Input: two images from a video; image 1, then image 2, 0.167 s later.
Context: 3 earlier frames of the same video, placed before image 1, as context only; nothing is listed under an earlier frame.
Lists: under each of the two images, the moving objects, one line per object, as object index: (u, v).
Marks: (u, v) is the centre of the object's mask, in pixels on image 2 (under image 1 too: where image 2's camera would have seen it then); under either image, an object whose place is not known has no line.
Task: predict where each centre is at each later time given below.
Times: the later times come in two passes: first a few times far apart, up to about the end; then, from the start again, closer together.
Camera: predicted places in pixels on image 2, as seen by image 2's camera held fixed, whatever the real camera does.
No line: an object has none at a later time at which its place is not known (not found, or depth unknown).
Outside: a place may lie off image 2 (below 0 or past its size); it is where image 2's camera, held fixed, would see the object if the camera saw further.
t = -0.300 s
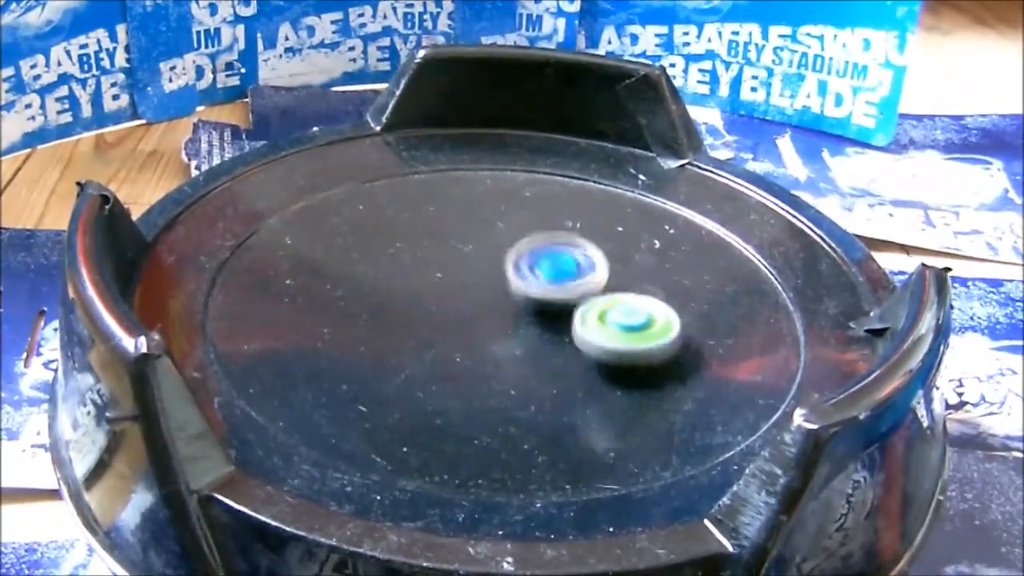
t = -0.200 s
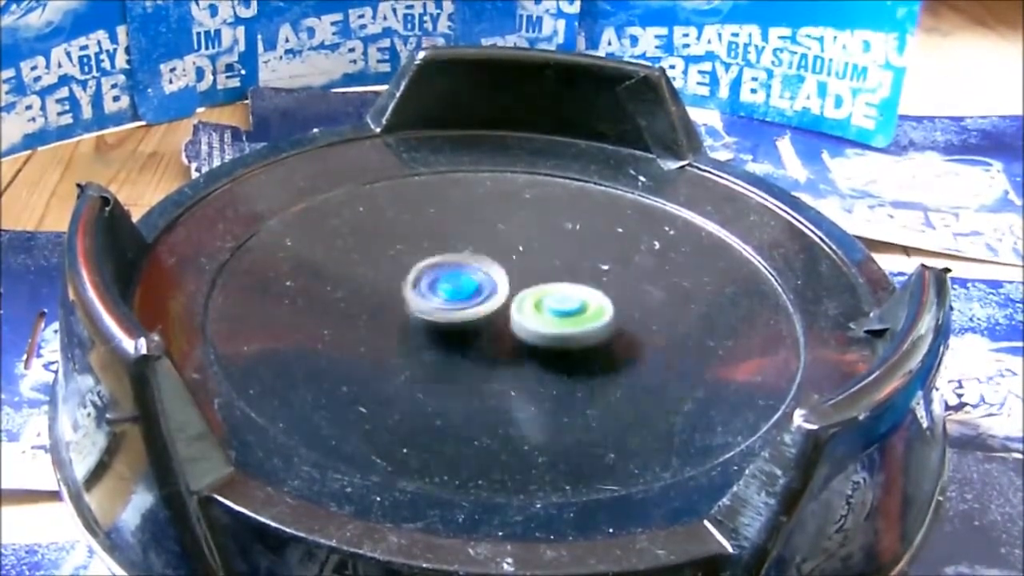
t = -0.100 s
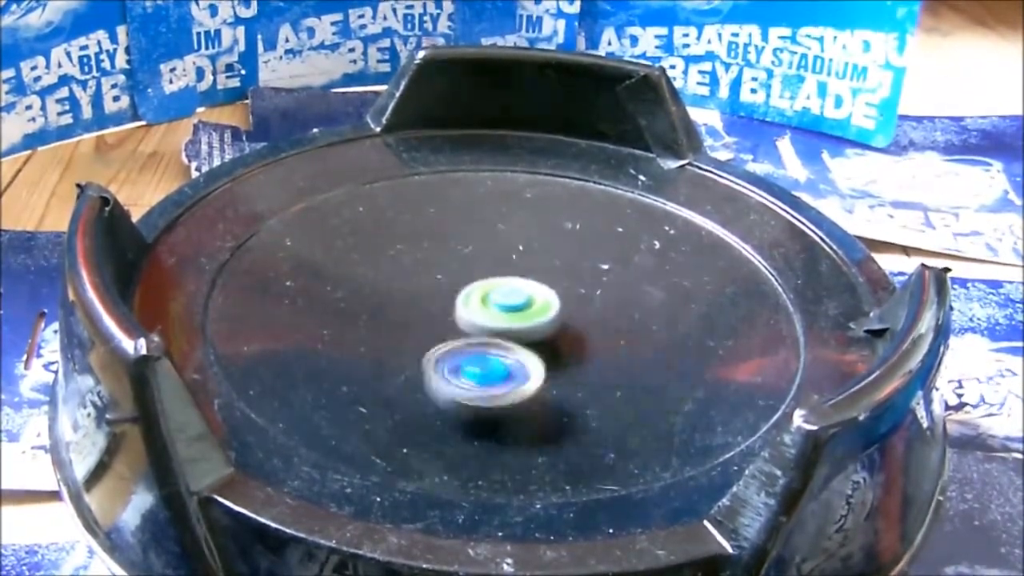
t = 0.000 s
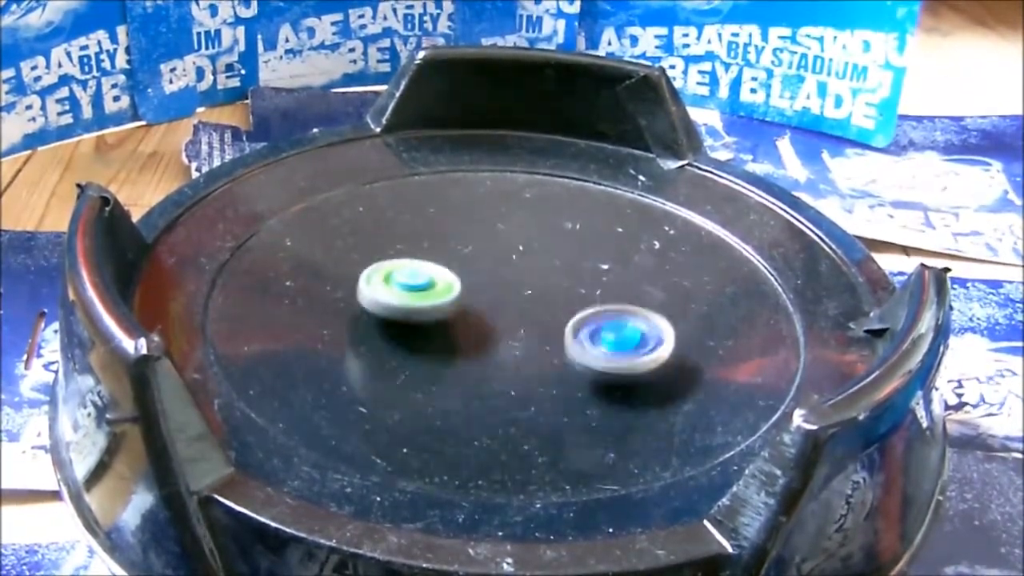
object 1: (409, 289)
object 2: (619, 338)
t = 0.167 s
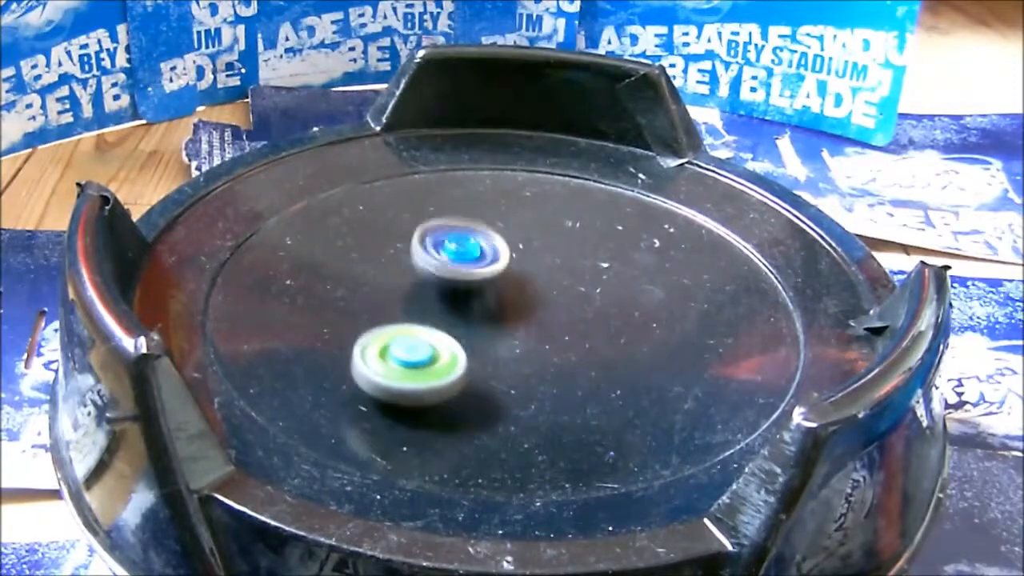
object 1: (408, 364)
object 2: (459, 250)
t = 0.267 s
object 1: (519, 364)
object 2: (457, 281)
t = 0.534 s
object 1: (603, 310)
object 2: (465, 319)
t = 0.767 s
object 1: (450, 274)
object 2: (486, 335)
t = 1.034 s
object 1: (402, 334)
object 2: (585, 285)
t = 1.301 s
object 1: (557, 345)
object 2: (459, 273)
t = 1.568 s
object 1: (566, 323)
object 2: (463, 286)
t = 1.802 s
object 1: (556, 316)
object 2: (448, 299)
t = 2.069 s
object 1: (536, 312)
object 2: (427, 302)
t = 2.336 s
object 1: (548, 313)
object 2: (398, 304)
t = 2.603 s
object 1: (530, 311)
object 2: (410, 307)
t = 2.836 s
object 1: (526, 317)
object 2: (425, 335)
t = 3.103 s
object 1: (533, 325)
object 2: (422, 322)
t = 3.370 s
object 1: (533, 325)
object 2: (426, 322)
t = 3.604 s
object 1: (532, 325)
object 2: (421, 320)
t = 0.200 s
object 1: (445, 374)
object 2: (438, 238)
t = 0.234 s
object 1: (486, 372)
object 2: (427, 254)
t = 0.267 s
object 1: (519, 364)
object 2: (457, 281)
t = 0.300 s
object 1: (561, 372)
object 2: (481, 273)
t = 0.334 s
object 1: (597, 372)
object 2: (492, 255)
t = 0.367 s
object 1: (604, 353)
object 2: (499, 257)
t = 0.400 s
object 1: (607, 337)
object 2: (514, 273)
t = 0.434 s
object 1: (610, 328)
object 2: (521, 285)
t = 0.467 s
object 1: (631, 328)
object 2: (482, 284)
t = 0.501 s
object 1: (622, 318)
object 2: (460, 298)
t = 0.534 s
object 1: (603, 310)
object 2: (465, 319)
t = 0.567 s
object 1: (579, 304)
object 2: (491, 334)
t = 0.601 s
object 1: (581, 290)
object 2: (471, 357)
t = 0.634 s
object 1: (555, 288)
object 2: (478, 366)
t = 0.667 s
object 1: (524, 288)
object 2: (496, 361)
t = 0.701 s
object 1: (497, 286)
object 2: (498, 344)
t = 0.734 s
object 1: (476, 272)
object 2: (493, 346)
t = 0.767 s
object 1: (450, 274)
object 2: (486, 335)
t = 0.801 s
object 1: (428, 270)
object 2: (491, 338)
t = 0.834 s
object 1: (414, 275)
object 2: (513, 337)
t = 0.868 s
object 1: (408, 283)
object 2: (519, 324)
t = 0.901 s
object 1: (406, 292)
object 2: (518, 311)
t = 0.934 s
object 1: (402, 299)
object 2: (532, 303)
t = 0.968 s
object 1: (414, 310)
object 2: (523, 294)
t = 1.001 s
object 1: (385, 321)
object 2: (566, 289)
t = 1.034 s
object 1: (402, 334)
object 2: (585, 285)
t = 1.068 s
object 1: (428, 344)
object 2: (590, 288)
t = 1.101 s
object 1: (457, 350)
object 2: (573, 295)
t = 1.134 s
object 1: (472, 355)
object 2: (560, 300)
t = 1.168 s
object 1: (483, 359)
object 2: (550, 294)
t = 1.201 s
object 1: (509, 358)
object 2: (522, 287)
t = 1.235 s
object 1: (528, 352)
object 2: (494, 288)
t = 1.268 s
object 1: (546, 352)
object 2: (470, 280)
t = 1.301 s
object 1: (557, 345)
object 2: (459, 273)
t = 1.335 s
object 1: (563, 336)
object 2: (459, 268)
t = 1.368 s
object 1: (562, 328)
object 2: (467, 273)
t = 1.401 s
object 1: (560, 325)
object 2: (471, 277)
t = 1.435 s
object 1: (563, 325)
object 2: (471, 279)
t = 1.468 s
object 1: (565, 325)
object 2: (469, 278)
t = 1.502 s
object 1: (565, 324)
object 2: (469, 281)
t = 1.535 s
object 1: (564, 323)
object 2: (469, 286)
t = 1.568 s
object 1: (566, 323)
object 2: (463, 286)
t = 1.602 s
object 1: (566, 322)
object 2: (460, 289)
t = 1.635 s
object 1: (565, 322)
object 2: (459, 290)
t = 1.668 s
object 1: (563, 320)
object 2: (458, 292)
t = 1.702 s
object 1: (561, 319)
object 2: (456, 293)
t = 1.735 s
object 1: (559, 317)
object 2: (453, 296)
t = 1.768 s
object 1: (558, 317)
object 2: (450, 298)
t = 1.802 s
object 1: (556, 316)
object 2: (448, 299)
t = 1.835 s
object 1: (555, 315)
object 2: (447, 300)
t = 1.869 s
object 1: (554, 315)
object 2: (440, 300)
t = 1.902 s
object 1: (552, 314)
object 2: (434, 302)
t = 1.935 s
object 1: (549, 314)
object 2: (431, 302)
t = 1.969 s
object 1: (546, 313)
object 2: (431, 300)
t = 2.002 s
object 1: (542, 312)
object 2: (429, 302)
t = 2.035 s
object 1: (539, 312)
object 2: (426, 301)
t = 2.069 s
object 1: (536, 312)
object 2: (427, 302)
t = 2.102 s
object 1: (536, 312)
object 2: (424, 301)
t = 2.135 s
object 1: (536, 312)
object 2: (422, 301)
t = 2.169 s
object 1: (533, 312)
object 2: (420, 304)
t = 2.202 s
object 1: (531, 312)
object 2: (420, 303)
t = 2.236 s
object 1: (529, 312)
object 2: (421, 303)
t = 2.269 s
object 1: (536, 313)
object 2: (411, 301)
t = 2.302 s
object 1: (545, 313)
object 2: (401, 304)
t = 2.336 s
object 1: (548, 313)
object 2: (398, 304)
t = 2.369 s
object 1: (548, 313)
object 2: (401, 304)
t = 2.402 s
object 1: (546, 312)
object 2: (404, 301)
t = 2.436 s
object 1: (544, 312)
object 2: (409, 303)
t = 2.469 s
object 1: (541, 311)
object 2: (408, 304)
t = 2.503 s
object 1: (539, 311)
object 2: (407, 305)
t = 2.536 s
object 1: (536, 311)
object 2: (406, 305)
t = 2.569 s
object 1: (533, 311)
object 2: (407, 307)
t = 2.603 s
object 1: (530, 311)
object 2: (410, 307)
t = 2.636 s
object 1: (528, 312)
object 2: (415, 310)
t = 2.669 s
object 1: (526, 312)
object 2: (420, 315)
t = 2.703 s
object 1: (524, 312)
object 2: (421, 319)
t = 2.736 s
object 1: (525, 312)
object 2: (417, 317)
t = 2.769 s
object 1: (527, 313)
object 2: (412, 333)
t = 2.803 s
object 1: (527, 315)
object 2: (413, 333)
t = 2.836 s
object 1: (526, 317)
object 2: (425, 335)
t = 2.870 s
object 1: (523, 318)
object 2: (434, 333)
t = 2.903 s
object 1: (527, 319)
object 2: (434, 331)
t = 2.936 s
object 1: (531, 322)
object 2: (433, 328)
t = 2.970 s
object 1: (532, 323)
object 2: (433, 328)
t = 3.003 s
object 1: (532, 324)
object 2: (432, 327)
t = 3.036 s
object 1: (533, 325)
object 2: (429, 326)
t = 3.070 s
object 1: (533, 325)
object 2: (426, 324)
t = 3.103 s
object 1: (533, 325)
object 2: (422, 322)
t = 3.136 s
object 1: (533, 325)
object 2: (418, 321)
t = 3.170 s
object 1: (533, 325)
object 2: (417, 321)
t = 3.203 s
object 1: (533, 325)
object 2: (419, 321)
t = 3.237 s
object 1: (532, 325)
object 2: (423, 322)
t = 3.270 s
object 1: (532, 325)
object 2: (425, 322)
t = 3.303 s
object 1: (533, 325)
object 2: (425, 322)
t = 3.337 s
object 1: (533, 325)
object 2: (426, 322)
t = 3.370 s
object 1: (533, 325)
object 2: (426, 322)
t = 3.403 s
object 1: (533, 325)
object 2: (425, 321)
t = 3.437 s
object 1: (532, 325)
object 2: (424, 321)
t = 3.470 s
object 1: (531, 325)
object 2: (422, 320)
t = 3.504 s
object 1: (531, 325)
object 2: (421, 320)
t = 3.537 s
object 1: (532, 325)
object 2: (422, 320)
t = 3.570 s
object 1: (531, 325)
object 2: (423, 320)
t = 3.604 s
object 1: (532, 325)
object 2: (421, 320)
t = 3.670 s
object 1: (536, 325)
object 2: (424, 319)
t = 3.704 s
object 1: (535, 324)
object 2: (423, 319)
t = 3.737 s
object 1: (534, 324)
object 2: (423, 319)
